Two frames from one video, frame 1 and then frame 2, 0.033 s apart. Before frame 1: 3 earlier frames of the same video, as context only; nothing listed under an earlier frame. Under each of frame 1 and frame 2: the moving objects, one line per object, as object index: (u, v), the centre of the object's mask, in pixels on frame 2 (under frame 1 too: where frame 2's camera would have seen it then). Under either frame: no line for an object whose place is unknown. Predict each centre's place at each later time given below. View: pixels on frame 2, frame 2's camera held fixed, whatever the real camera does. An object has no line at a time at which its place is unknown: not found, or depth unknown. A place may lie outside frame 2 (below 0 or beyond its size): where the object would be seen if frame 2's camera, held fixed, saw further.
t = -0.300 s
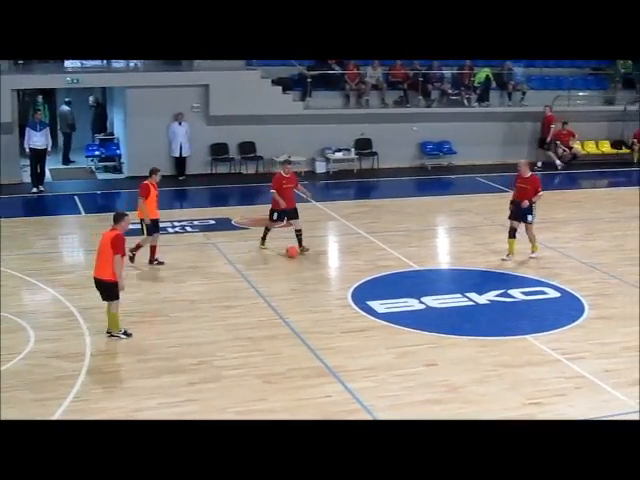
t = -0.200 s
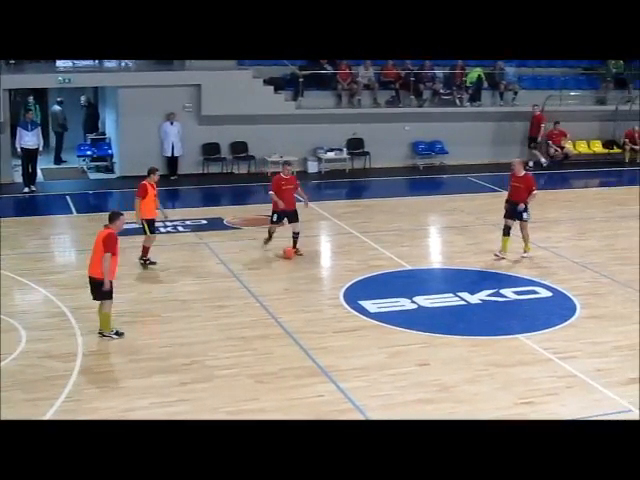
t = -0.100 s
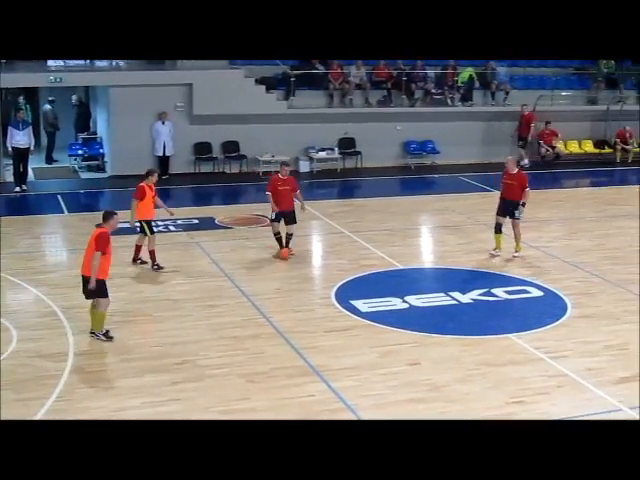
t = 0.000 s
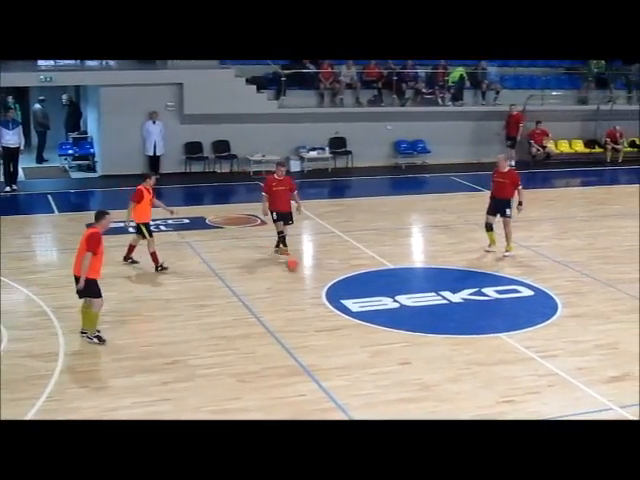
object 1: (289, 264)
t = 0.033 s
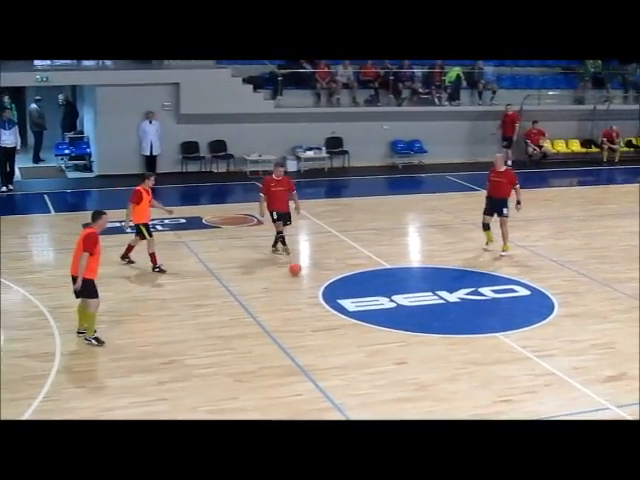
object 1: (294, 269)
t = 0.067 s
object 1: (301, 273)
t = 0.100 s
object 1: (307, 278)
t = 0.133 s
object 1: (314, 282)
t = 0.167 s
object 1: (320, 286)
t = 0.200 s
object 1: (327, 291)
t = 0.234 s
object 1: (333, 295)
